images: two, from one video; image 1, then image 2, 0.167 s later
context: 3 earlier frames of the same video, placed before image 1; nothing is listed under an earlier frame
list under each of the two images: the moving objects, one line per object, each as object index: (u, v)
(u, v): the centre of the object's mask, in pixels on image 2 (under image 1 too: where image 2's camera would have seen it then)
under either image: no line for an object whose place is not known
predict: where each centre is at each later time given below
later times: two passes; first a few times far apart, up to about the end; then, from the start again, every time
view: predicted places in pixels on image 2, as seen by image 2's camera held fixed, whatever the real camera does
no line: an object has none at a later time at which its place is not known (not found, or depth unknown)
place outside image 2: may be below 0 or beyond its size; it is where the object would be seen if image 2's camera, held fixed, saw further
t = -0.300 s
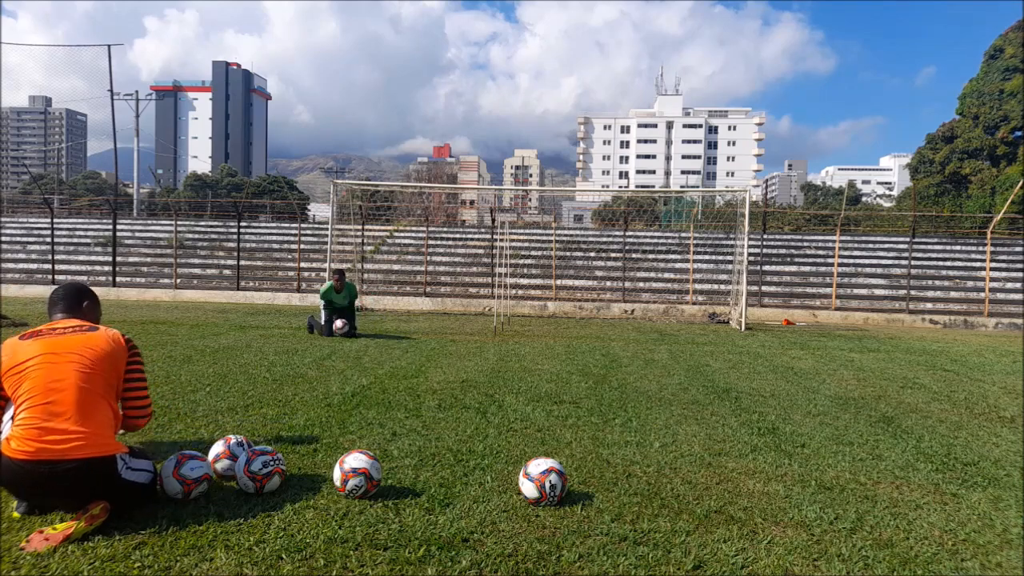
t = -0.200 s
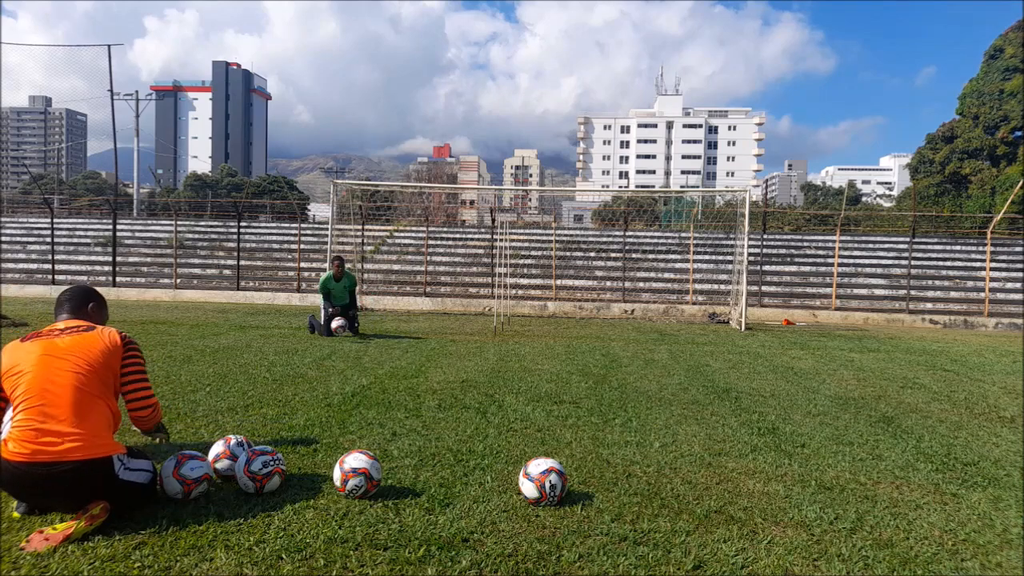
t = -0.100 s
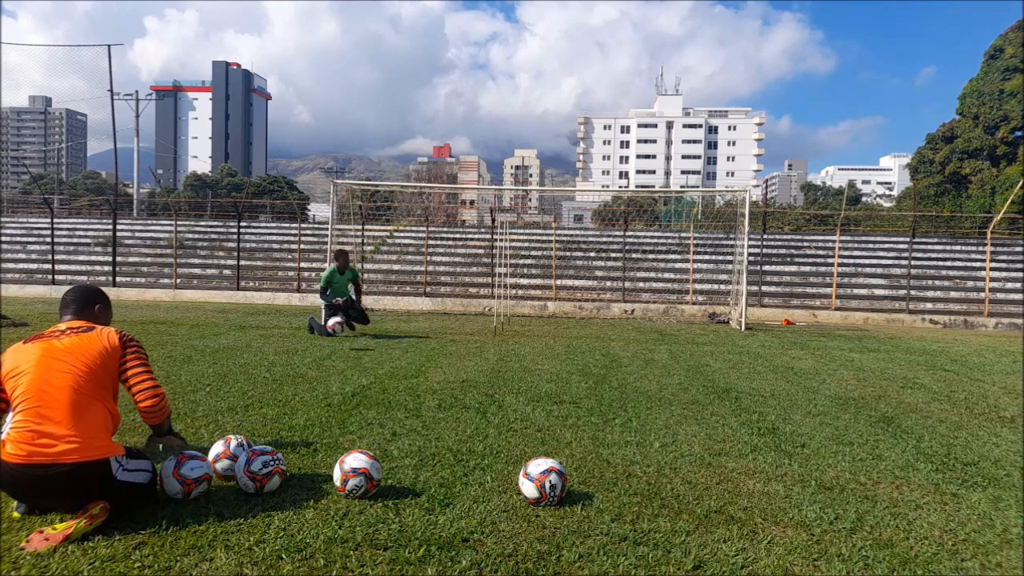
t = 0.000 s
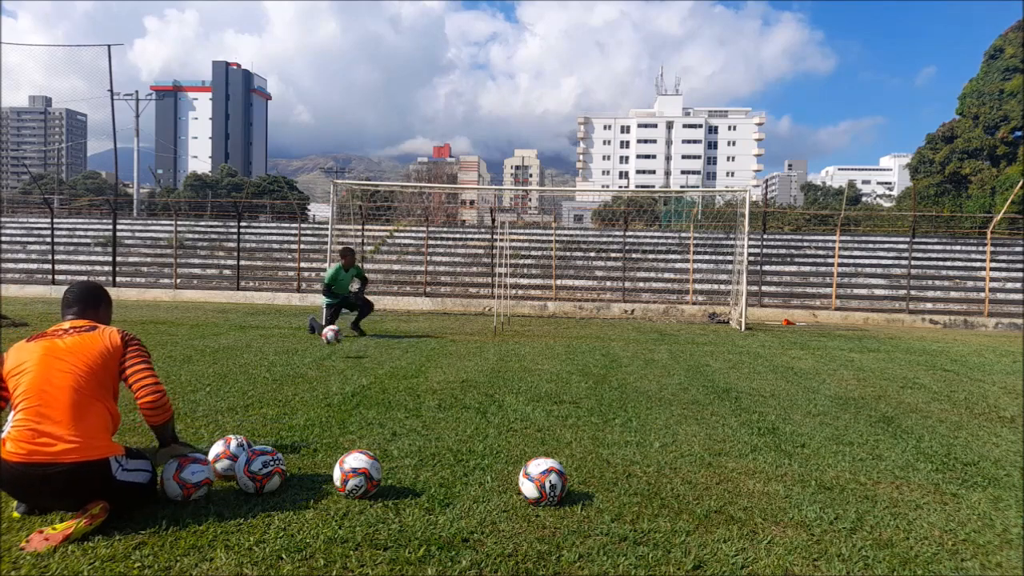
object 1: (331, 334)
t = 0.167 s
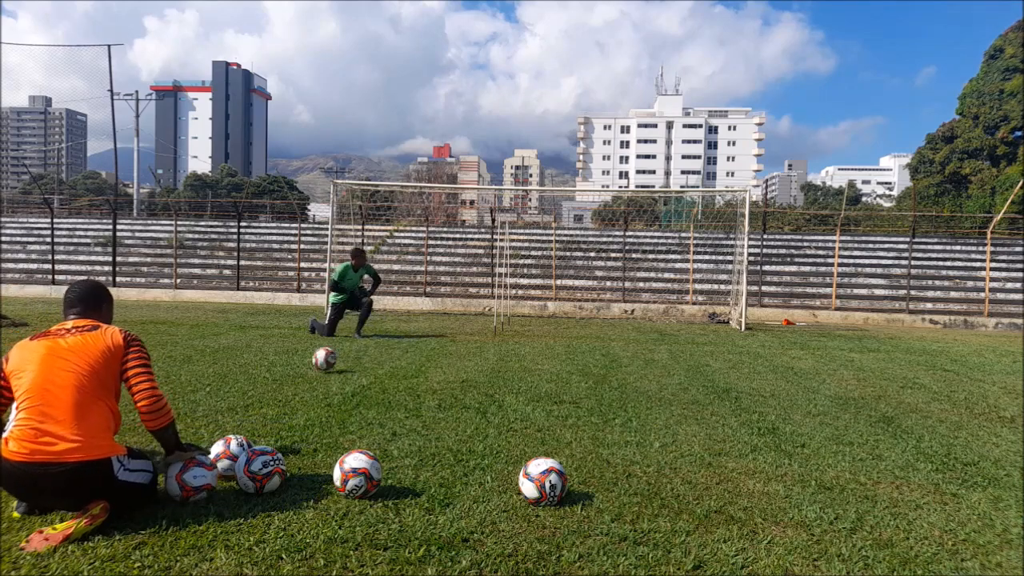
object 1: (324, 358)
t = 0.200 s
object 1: (322, 357)
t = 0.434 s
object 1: (307, 387)
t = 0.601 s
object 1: (291, 402)
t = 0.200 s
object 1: (322, 357)
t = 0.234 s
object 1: (320, 357)
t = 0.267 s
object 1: (318, 358)
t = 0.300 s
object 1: (317, 361)
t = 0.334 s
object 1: (314, 364)
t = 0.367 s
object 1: (312, 370)
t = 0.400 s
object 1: (309, 379)
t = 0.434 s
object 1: (307, 387)
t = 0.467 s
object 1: (304, 392)
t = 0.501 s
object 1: (301, 393)
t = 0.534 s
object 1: (297, 395)
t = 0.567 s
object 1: (294, 398)
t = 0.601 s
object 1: (291, 402)
